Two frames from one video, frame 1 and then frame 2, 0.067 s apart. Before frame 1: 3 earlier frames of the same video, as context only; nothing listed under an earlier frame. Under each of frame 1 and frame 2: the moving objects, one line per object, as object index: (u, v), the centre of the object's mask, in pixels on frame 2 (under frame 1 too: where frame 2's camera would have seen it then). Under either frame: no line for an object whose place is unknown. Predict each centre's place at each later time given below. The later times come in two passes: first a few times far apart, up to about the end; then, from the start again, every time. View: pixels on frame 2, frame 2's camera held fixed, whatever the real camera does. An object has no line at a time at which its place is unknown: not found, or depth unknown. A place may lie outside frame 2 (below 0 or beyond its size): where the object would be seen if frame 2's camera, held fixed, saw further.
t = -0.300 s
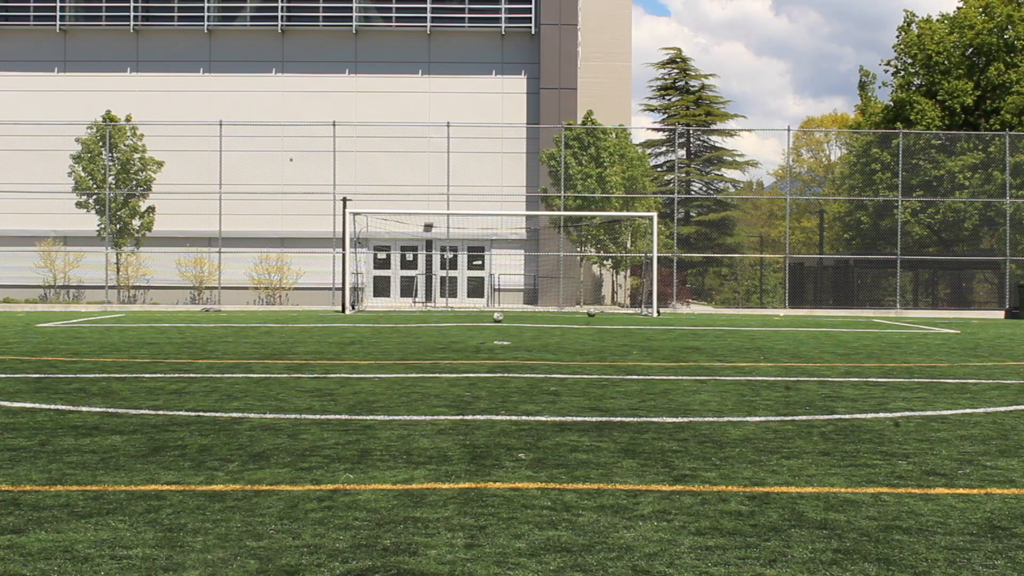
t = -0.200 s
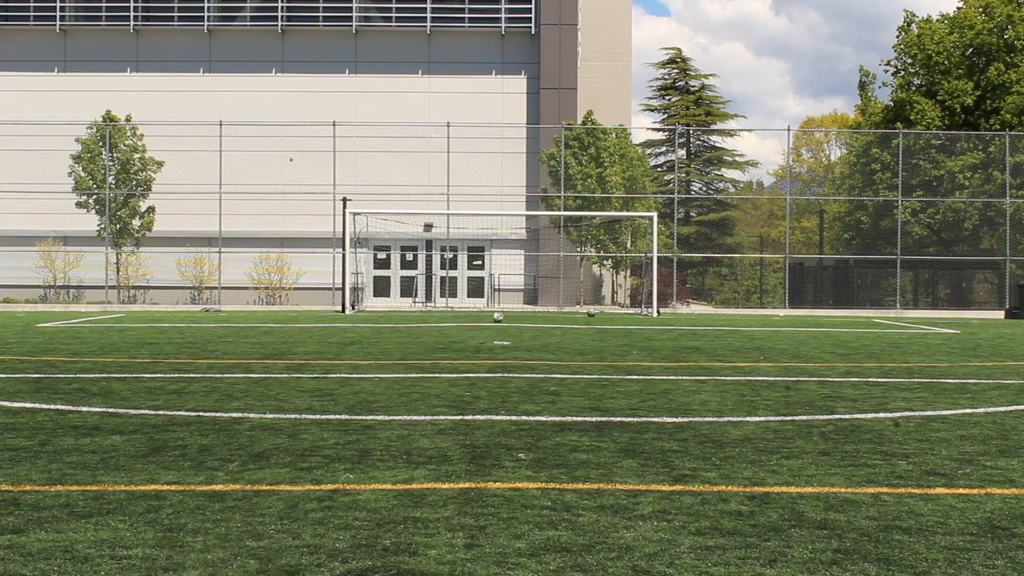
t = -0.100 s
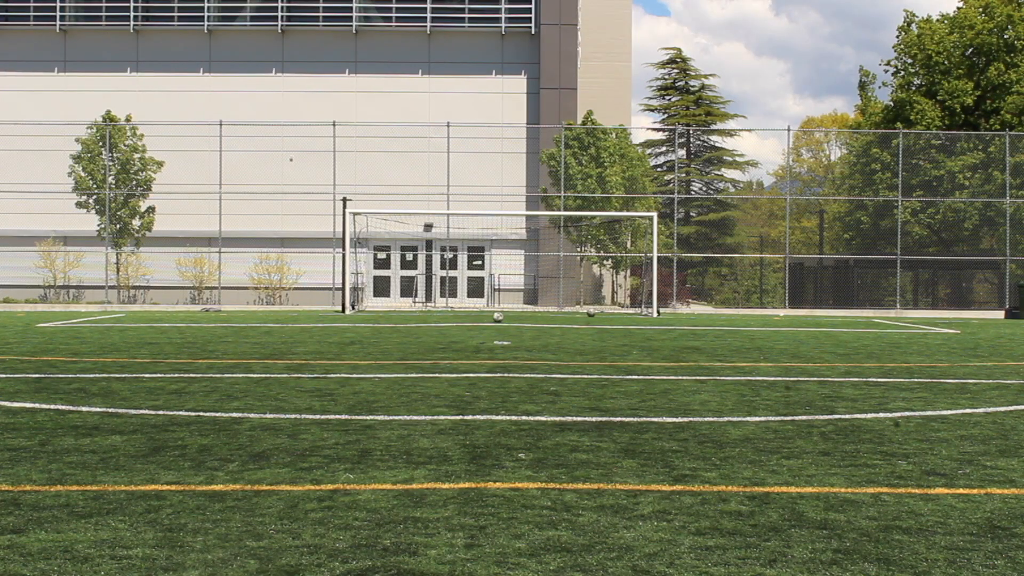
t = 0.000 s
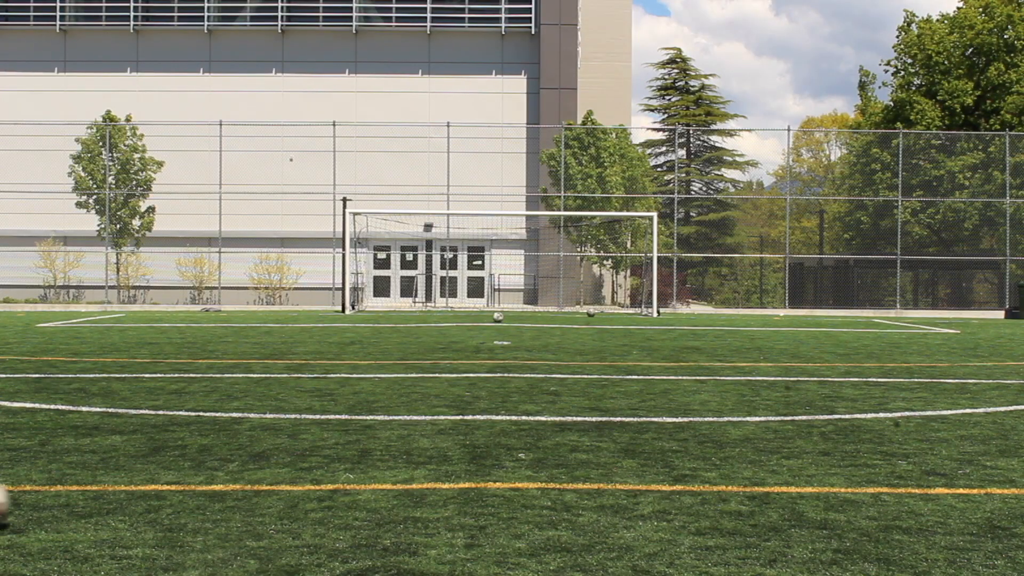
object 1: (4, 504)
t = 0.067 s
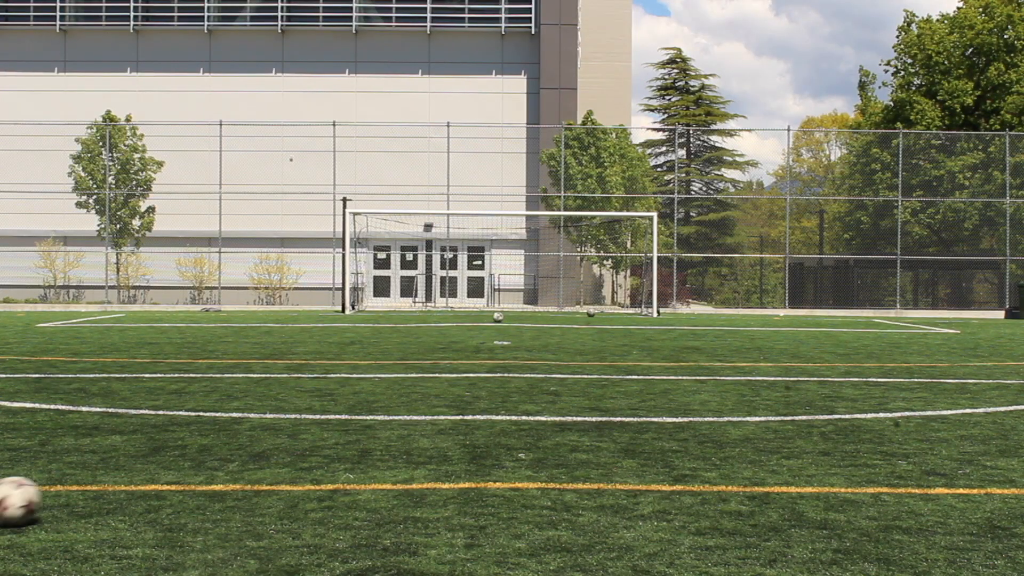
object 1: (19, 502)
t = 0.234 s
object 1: (85, 492)
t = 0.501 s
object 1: (182, 478)
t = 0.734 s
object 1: (252, 467)
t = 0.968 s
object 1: (311, 458)
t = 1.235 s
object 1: (365, 450)
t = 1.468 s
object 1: (407, 444)
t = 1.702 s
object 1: (440, 437)
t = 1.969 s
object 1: (472, 433)
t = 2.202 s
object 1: (495, 428)
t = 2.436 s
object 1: (514, 425)
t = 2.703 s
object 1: (533, 423)
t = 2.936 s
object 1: (546, 420)
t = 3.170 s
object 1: (557, 418)
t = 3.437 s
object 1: (568, 416)
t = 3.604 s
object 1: (573, 416)
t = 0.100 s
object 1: (28, 500)
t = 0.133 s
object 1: (43, 497)
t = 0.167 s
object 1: (58, 496)
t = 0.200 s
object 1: (71, 494)
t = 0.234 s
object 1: (85, 492)
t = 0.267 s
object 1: (98, 490)
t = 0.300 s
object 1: (111, 488)
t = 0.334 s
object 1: (124, 486)
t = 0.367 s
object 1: (137, 485)
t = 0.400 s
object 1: (148, 483)
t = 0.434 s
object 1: (160, 481)
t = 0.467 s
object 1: (172, 480)
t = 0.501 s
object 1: (182, 478)
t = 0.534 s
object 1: (193, 476)
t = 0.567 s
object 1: (203, 475)
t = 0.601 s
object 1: (214, 473)
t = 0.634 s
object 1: (224, 471)
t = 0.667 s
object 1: (233, 470)
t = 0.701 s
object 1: (243, 469)
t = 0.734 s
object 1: (252, 467)
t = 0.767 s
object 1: (260, 467)
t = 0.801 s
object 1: (269, 465)
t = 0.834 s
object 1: (278, 463)
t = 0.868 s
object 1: (287, 462)
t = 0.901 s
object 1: (295, 461)
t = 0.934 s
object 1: (303, 460)
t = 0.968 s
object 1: (311, 458)
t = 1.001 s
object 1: (318, 458)
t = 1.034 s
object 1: (325, 457)
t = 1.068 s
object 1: (333, 454)
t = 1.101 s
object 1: (339, 453)
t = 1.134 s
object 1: (346, 452)
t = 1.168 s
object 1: (353, 452)
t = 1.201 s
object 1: (359, 451)
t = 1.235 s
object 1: (365, 450)
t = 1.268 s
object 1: (372, 449)
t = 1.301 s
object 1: (378, 447)
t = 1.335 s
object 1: (384, 446)
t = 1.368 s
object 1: (390, 446)
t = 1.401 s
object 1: (396, 445)
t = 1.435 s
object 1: (401, 444)
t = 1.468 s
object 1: (407, 444)
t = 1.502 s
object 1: (412, 442)
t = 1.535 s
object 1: (417, 442)
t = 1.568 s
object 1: (422, 440)
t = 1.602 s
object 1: (427, 439)
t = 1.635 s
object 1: (432, 439)
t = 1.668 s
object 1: (436, 438)
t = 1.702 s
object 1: (440, 437)
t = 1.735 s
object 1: (444, 437)
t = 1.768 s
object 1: (449, 436)
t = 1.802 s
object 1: (453, 435)
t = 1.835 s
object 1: (457, 435)
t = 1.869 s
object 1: (461, 434)
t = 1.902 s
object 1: (464, 433)
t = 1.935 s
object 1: (468, 433)
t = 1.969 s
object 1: (472, 433)
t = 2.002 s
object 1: (475, 432)
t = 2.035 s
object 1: (478, 431)
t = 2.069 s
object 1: (482, 430)
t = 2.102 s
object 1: (485, 430)
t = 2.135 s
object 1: (488, 429)
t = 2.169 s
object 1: (492, 429)
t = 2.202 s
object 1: (495, 428)
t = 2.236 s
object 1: (498, 427)
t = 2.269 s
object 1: (501, 427)
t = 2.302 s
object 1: (503, 427)
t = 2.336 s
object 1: (506, 426)
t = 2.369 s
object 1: (509, 426)
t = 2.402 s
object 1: (512, 426)
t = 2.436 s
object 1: (514, 425)
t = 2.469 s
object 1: (517, 425)
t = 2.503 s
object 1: (520, 425)
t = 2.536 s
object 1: (522, 425)
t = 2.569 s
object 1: (524, 424)
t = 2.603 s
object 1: (526, 423)
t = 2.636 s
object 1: (529, 424)
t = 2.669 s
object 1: (530, 423)
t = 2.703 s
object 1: (533, 423)
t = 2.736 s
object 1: (535, 422)
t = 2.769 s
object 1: (537, 422)
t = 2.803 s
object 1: (539, 422)
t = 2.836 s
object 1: (541, 421)
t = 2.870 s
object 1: (543, 421)
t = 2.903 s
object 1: (544, 421)
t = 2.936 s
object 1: (546, 420)
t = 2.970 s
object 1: (548, 420)
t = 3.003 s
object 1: (549, 420)
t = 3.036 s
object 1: (551, 419)
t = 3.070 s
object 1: (553, 419)
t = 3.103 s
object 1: (554, 419)
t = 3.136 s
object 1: (556, 418)
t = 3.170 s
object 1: (557, 418)
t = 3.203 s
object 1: (559, 418)
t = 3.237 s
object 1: (560, 418)
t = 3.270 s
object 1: (561, 417)
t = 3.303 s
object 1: (562, 417)
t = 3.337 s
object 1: (564, 417)
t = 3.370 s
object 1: (565, 417)
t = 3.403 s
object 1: (566, 417)
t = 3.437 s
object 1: (568, 416)
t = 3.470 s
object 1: (569, 416)
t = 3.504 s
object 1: (570, 416)
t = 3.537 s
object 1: (571, 416)
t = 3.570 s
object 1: (572, 416)
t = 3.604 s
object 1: (573, 416)
